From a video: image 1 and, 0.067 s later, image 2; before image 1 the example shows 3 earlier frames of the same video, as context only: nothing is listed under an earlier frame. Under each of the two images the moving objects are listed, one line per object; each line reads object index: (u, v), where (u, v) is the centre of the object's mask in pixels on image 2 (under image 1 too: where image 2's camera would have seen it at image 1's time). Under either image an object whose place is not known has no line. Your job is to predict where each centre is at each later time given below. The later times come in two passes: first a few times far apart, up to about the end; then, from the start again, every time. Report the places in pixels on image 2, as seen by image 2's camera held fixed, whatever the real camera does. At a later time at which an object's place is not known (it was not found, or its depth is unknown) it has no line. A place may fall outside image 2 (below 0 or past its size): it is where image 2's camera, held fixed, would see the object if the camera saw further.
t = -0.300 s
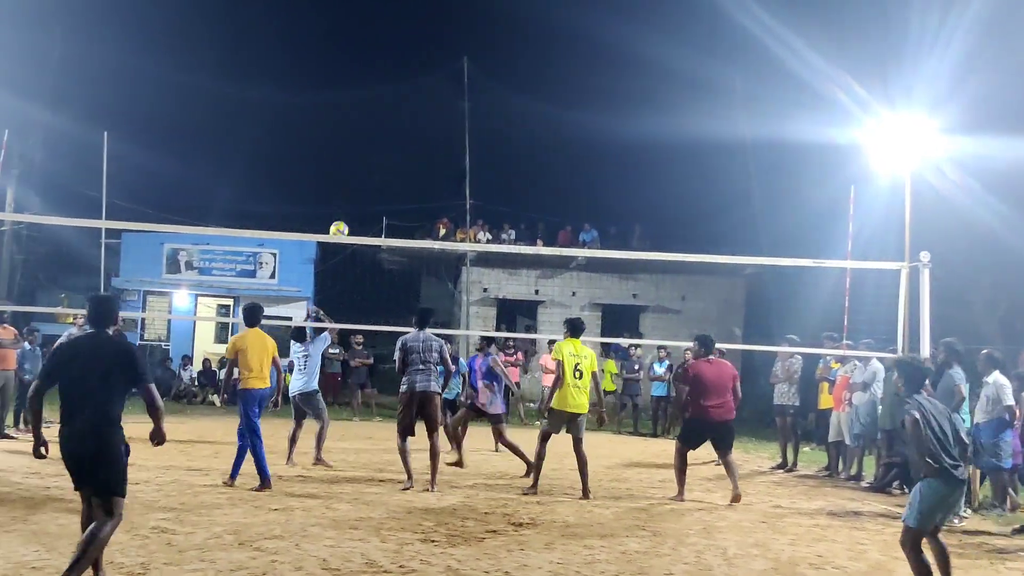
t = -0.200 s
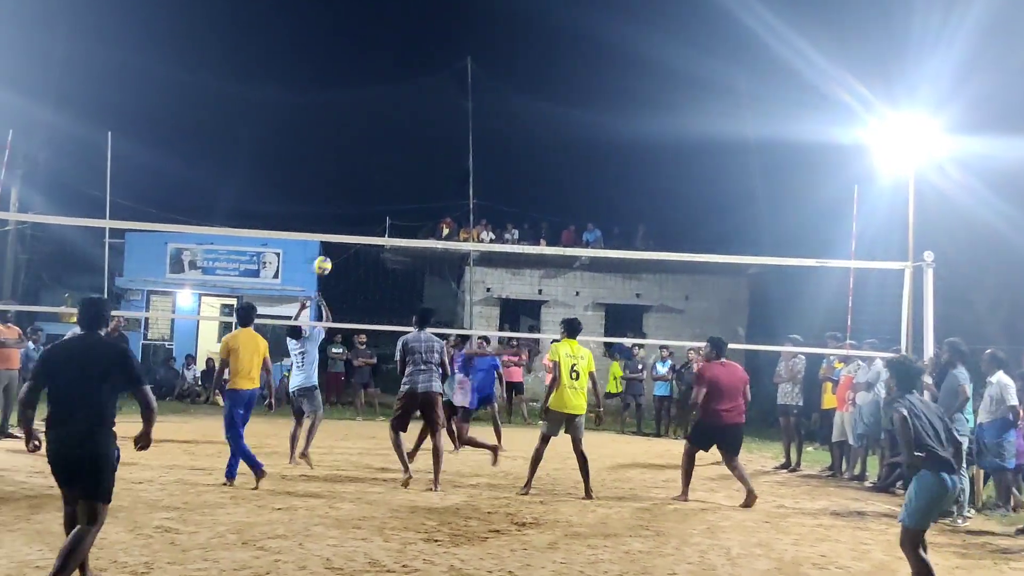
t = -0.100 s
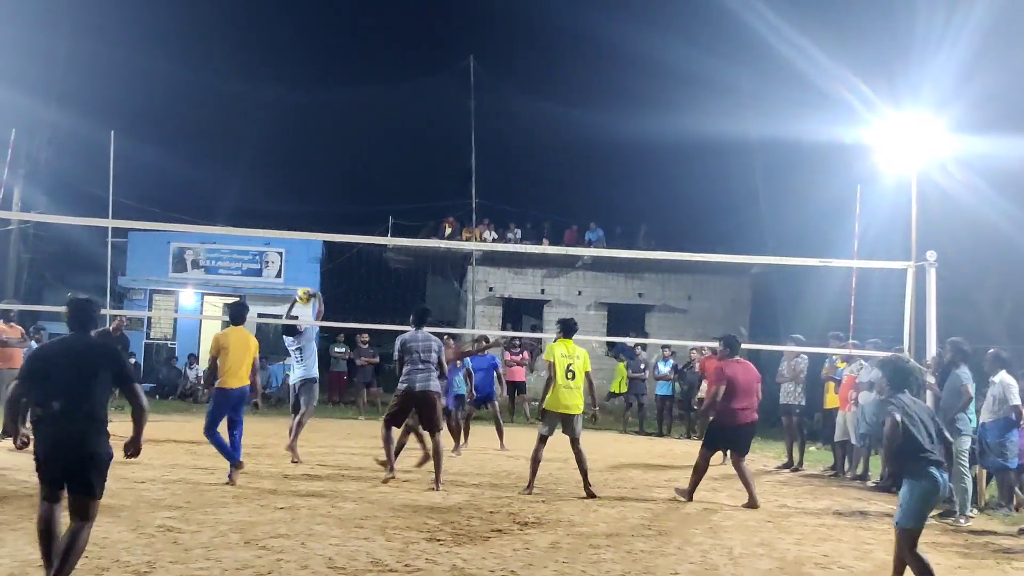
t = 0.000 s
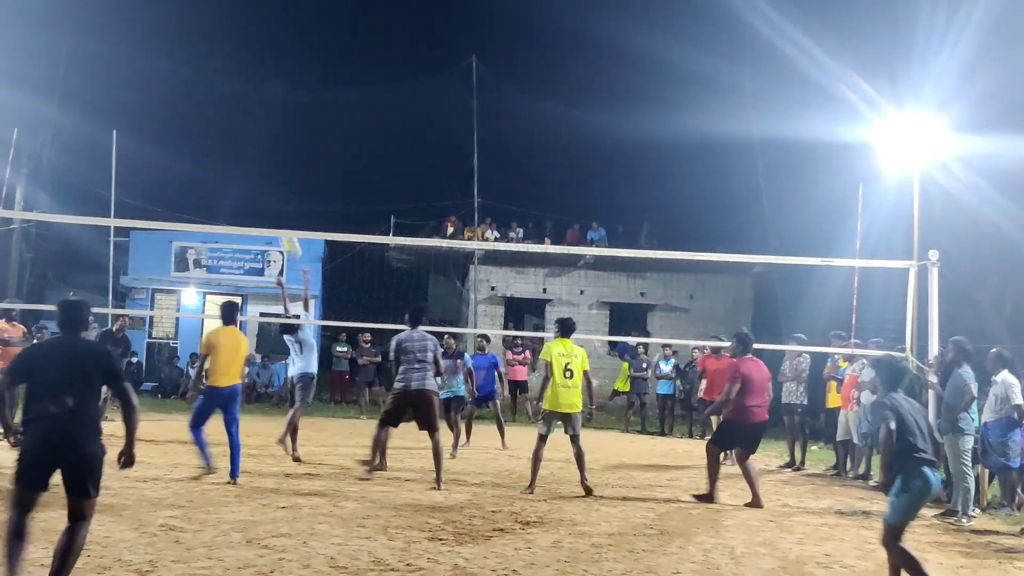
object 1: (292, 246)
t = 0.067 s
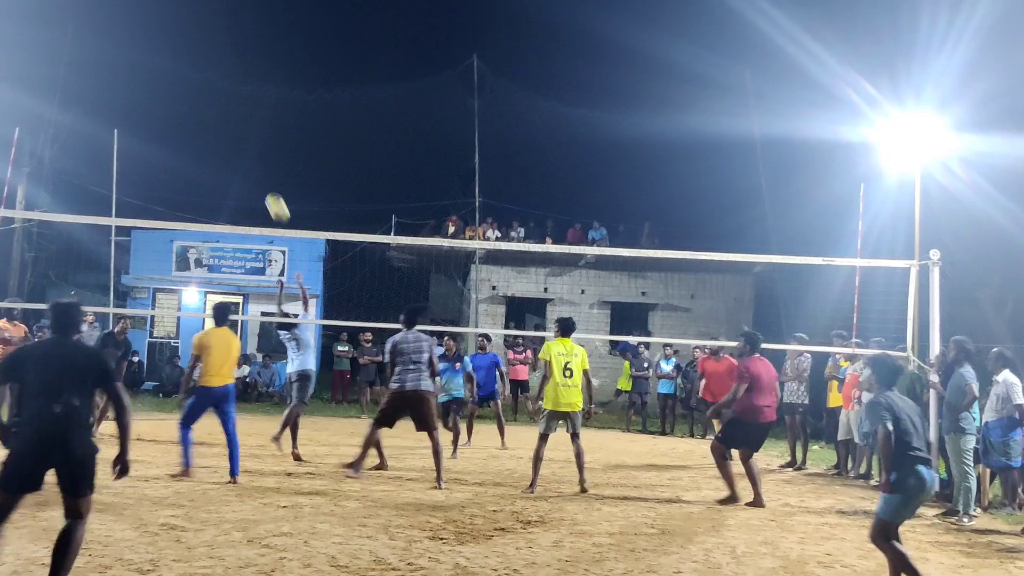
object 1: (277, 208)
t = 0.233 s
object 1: (243, 134)
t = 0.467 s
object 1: (195, 69)
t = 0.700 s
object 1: (143, 48)
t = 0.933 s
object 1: (89, 78)
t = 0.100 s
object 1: (271, 191)
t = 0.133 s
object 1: (264, 176)
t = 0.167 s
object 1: (257, 161)
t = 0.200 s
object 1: (250, 147)
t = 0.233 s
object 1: (243, 134)
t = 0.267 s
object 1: (237, 123)
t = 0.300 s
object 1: (230, 111)
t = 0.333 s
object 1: (223, 101)
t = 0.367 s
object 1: (217, 92)
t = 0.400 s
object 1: (210, 83)
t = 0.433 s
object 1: (203, 76)
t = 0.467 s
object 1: (195, 69)
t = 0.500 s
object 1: (187, 62)
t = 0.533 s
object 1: (179, 57)
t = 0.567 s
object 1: (172, 53)
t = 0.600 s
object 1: (165, 51)
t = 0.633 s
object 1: (158, 49)
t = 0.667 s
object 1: (151, 48)
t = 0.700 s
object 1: (143, 48)
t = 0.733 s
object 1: (136, 50)
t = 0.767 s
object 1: (128, 52)
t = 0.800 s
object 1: (121, 55)
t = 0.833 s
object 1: (113, 59)
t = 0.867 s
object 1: (105, 64)
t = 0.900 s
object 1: (97, 70)
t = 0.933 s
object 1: (89, 78)
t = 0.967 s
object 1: (81, 85)
